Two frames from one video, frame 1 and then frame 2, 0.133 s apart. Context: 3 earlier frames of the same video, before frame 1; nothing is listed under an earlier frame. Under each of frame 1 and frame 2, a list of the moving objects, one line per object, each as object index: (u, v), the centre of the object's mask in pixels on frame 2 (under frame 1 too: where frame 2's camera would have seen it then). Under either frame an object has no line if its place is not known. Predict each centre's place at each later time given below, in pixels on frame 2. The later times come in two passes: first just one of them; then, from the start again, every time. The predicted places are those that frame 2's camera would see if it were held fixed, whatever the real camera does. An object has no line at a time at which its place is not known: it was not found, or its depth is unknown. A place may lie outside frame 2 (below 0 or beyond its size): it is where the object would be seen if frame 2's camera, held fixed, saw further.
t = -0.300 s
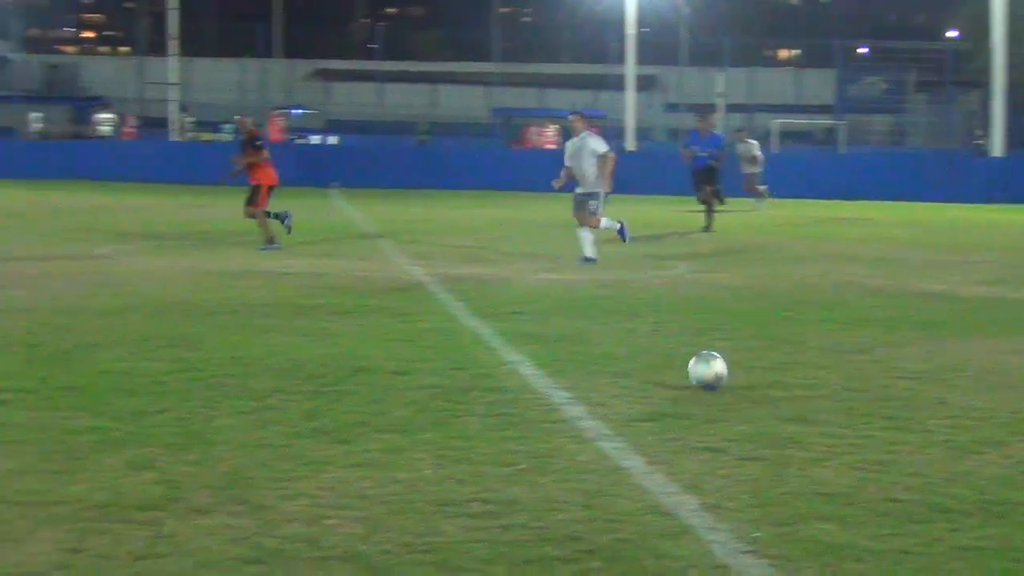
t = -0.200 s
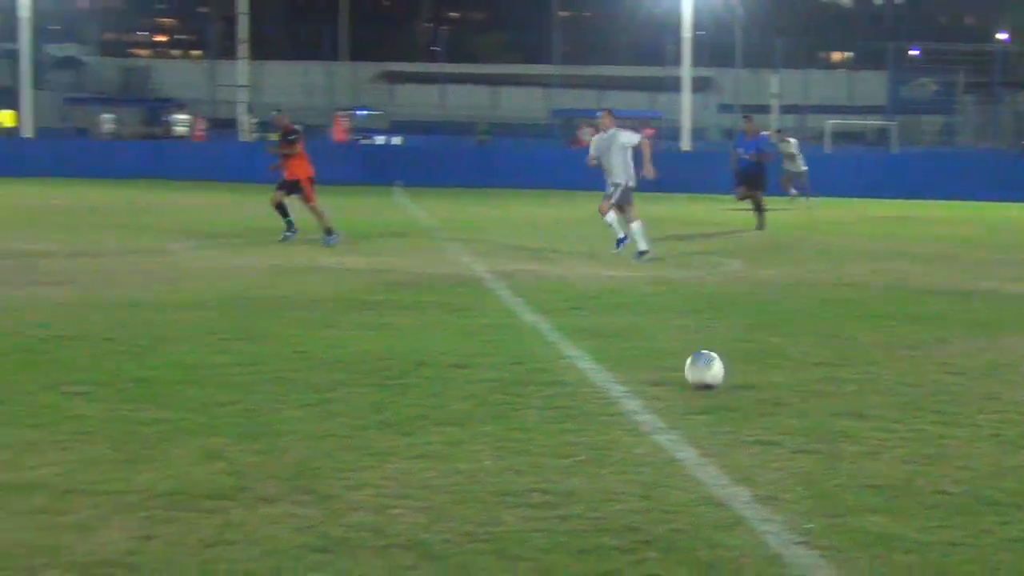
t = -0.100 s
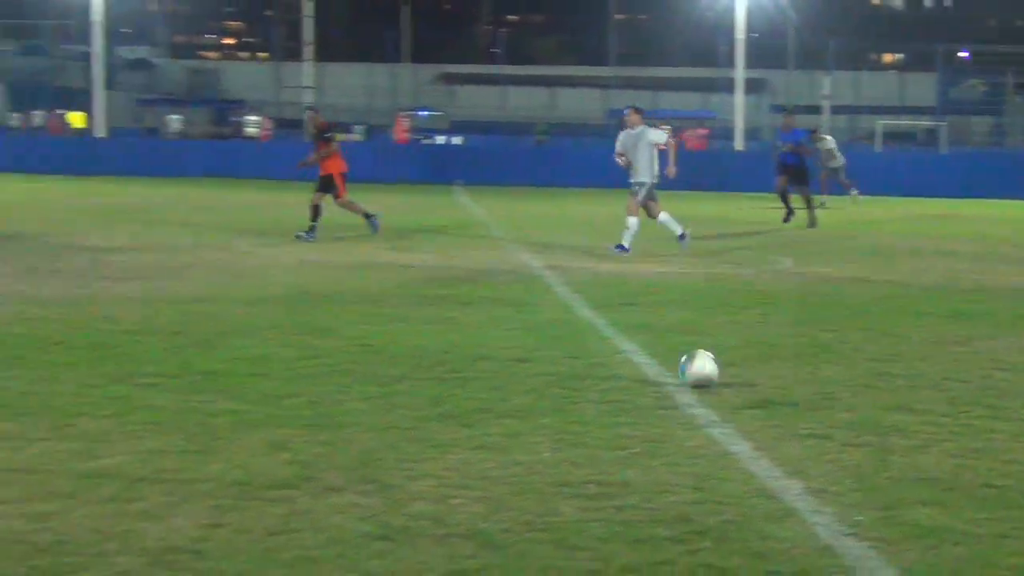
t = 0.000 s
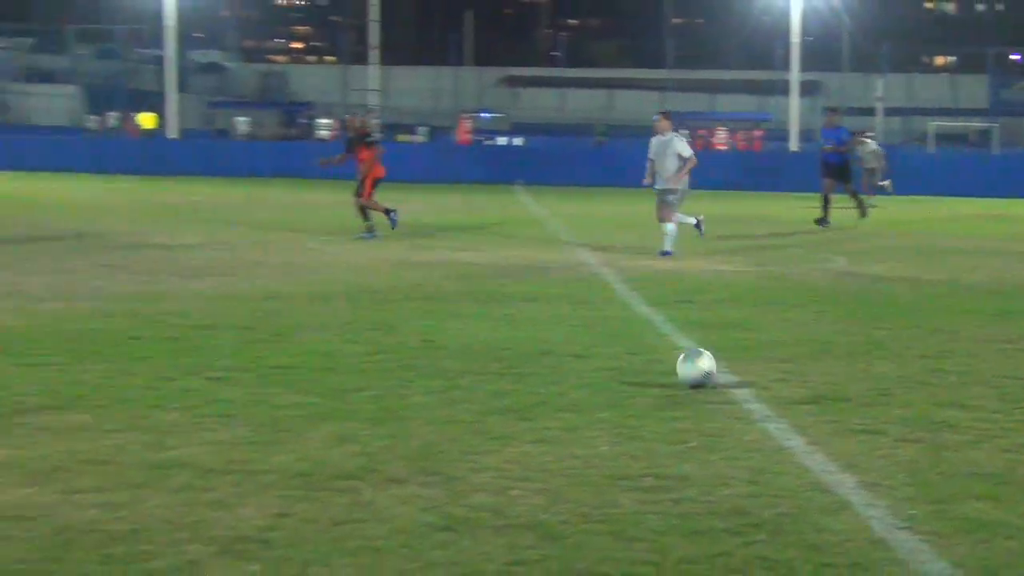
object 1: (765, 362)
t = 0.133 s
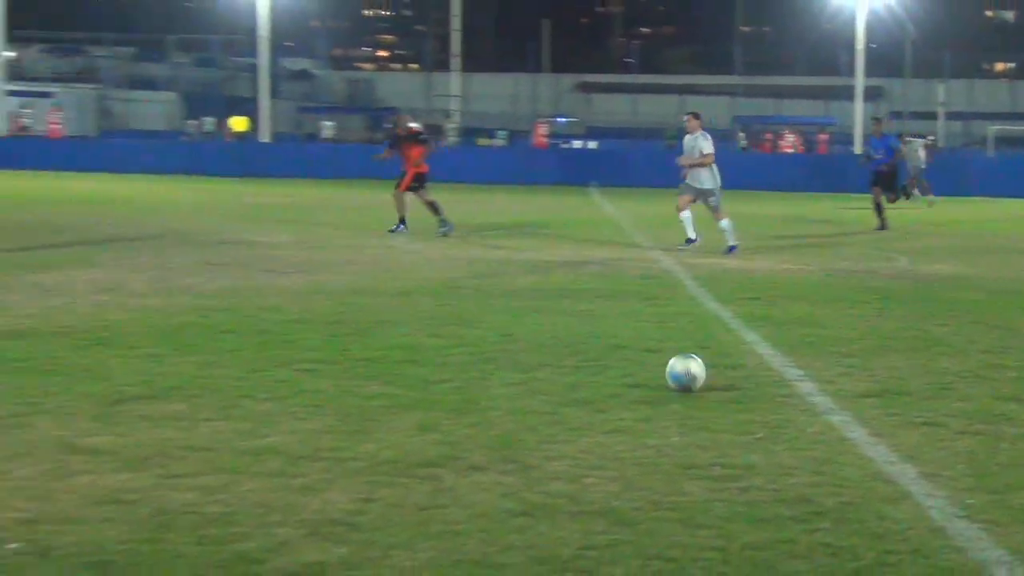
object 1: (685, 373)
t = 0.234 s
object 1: (624, 378)
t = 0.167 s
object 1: (665, 374)
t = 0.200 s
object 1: (644, 377)
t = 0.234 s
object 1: (624, 378)
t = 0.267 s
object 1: (604, 379)
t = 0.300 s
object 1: (584, 381)
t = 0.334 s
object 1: (563, 383)
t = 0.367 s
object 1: (544, 384)
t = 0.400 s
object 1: (526, 385)
